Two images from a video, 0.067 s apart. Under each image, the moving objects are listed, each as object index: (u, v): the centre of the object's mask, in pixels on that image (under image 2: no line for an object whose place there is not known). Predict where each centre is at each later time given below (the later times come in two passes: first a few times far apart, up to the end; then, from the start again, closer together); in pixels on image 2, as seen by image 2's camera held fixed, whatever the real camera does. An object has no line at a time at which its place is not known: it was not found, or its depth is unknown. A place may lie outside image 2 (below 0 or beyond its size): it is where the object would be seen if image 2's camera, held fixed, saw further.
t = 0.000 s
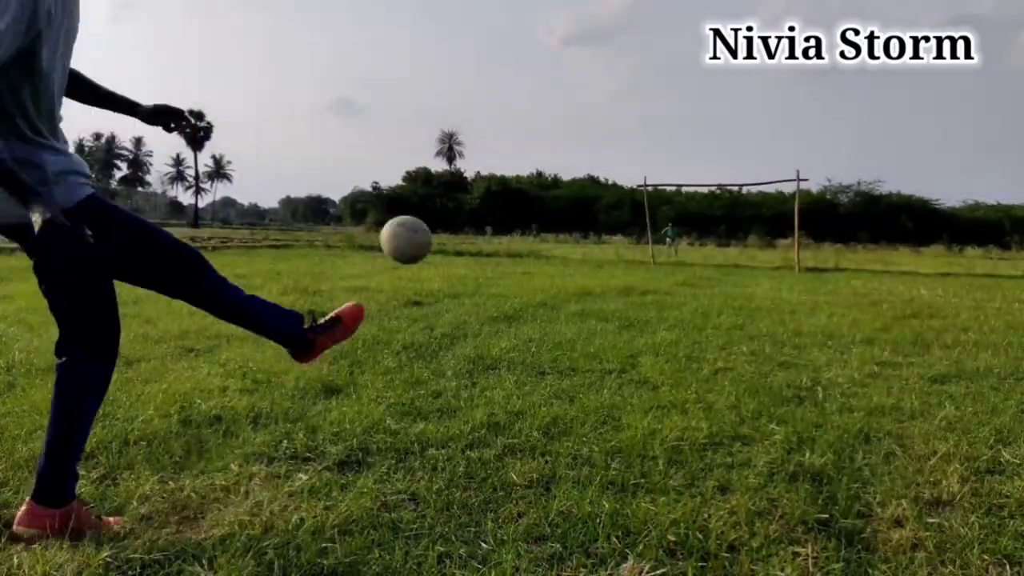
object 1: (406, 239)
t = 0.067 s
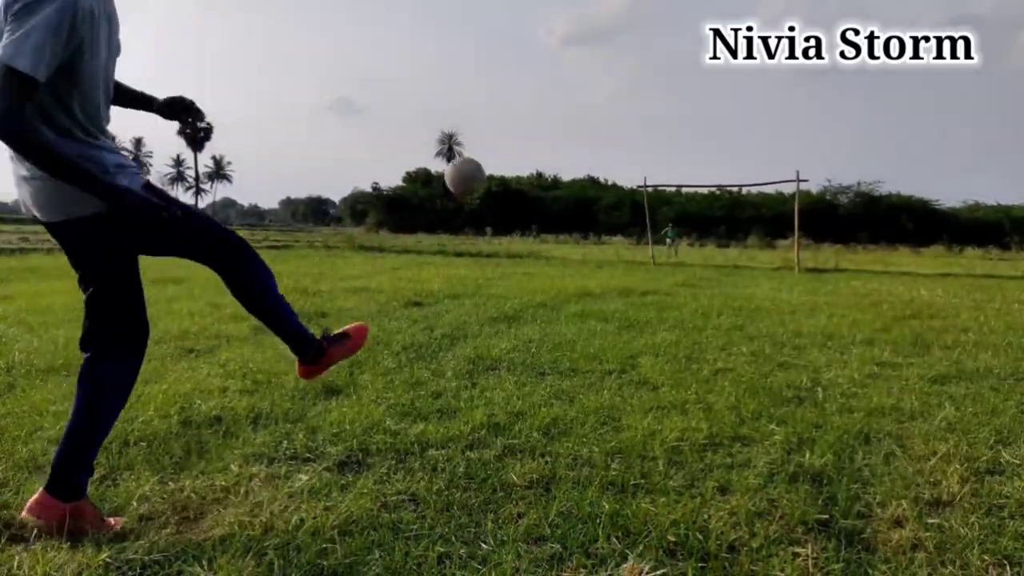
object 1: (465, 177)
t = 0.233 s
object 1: (532, 113)
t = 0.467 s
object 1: (560, 111)
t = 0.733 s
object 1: (565, 150)
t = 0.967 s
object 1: (560, 197)
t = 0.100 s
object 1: (485, 156)
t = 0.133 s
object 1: (500, 140)
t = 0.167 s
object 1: (513, 128)
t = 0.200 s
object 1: (524, 119)
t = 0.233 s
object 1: (532, 113)
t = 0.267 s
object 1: (539, 109)
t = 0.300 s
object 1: (545, 107)
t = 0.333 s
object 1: (549, 106)
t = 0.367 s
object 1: (552, 106)
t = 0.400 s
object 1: (556, 107)
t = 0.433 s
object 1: (558, 109)
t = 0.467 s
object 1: (560, 111)
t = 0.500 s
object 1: (562, 115)
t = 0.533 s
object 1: (563, 119)
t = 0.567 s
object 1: (564, 123)
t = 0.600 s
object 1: (565, 127)
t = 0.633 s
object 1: (565, 132)
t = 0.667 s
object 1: (565, 138)
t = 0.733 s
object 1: (565, 150)
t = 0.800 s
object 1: (564, 163)
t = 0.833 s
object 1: (564, 170)
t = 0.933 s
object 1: (559, 189)
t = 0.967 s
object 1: (560, 197)
